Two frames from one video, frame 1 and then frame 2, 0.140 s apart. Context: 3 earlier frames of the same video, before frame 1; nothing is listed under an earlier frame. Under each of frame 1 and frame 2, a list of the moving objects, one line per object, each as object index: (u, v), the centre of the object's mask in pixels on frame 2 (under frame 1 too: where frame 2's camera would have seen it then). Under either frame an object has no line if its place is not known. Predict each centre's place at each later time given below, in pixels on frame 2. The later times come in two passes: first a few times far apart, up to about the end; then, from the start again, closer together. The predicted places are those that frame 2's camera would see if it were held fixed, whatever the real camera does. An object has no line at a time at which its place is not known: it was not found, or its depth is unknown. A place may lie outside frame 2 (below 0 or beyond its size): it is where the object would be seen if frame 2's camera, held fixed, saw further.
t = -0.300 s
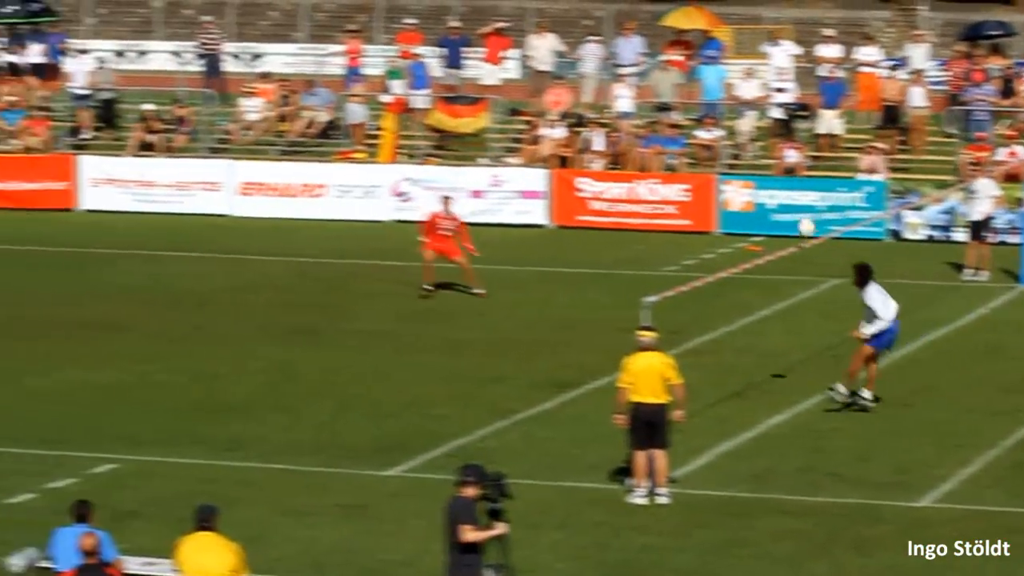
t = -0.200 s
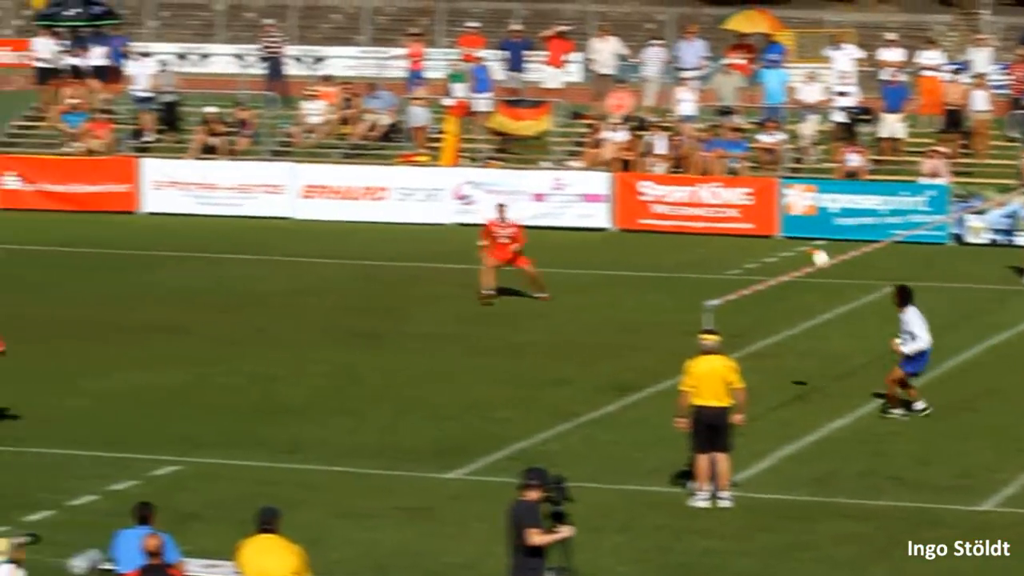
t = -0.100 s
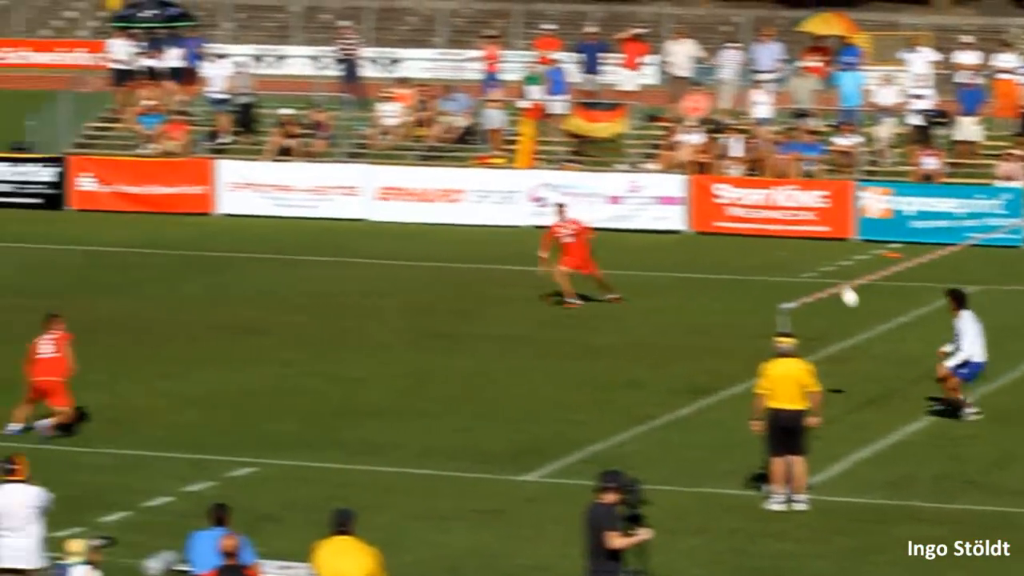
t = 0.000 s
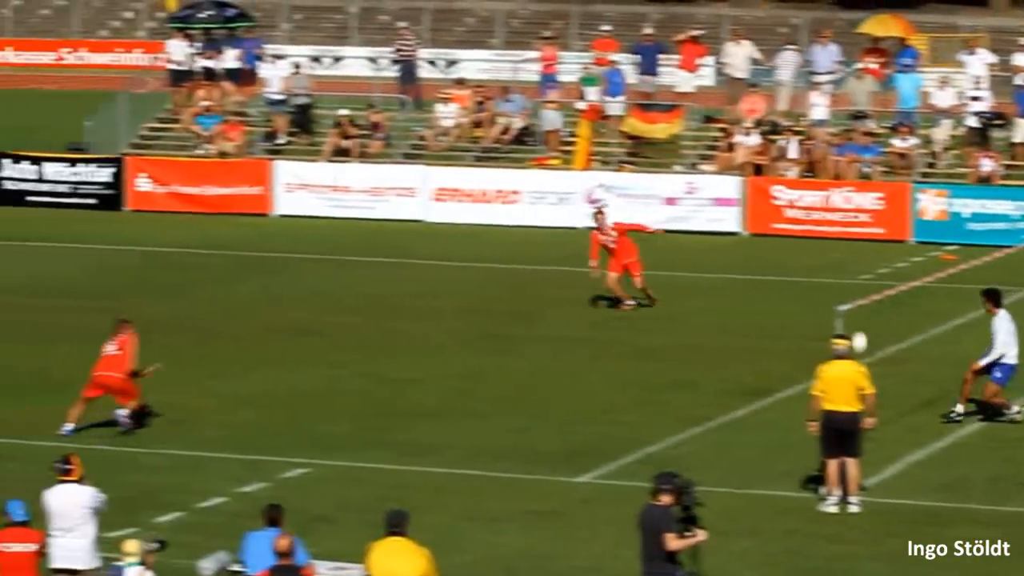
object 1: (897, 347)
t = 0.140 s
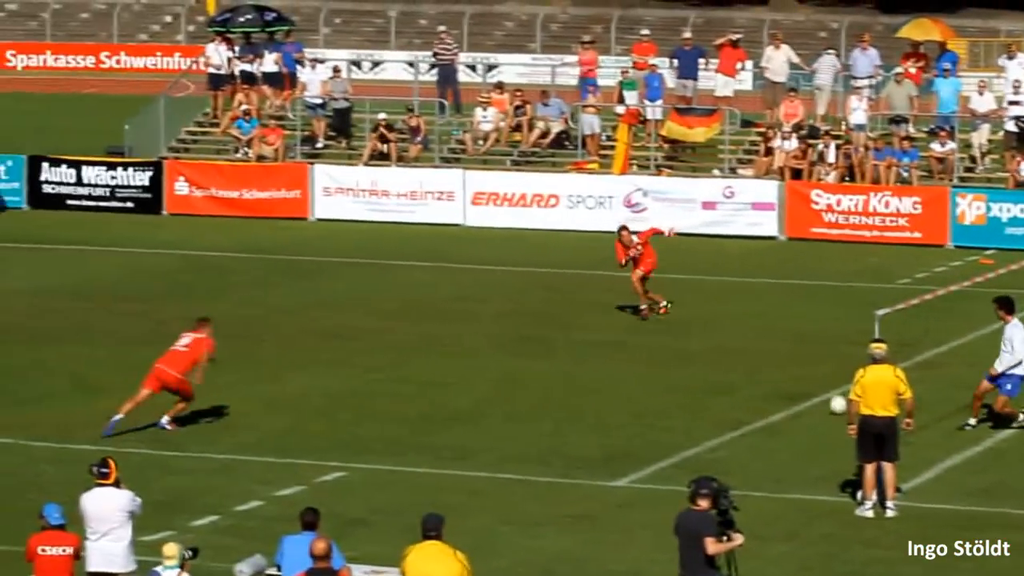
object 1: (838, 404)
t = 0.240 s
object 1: (820, 370)
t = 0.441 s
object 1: (785, 329)
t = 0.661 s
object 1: (746, 320)
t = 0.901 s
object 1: (703, 354)
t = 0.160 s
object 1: (834, 397)
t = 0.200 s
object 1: (827, 383)
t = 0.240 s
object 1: (820, 370)
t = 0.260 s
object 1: (816, 365)
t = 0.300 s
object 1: (809, 355)
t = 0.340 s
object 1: (802, 345)
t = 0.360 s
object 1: (798, 341)
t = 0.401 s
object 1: (792, 335)
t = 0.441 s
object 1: (785, 329)
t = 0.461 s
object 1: (782, 326)
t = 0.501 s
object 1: (774, 322)
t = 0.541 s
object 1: (767, 320)
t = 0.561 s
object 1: (763, 319)
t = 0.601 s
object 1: (756, 318)
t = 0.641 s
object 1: (749, 319)
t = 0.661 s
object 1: (746, 320)
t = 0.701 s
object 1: (739, 322)
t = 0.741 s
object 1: (732, 326)
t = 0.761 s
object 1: (728, 328)
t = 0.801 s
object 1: (720, 334)
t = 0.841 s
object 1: (713, 341)
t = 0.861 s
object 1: (710, 345)
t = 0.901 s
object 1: (703, 354)
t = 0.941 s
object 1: (696, 364)
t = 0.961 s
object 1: (692, 370)
